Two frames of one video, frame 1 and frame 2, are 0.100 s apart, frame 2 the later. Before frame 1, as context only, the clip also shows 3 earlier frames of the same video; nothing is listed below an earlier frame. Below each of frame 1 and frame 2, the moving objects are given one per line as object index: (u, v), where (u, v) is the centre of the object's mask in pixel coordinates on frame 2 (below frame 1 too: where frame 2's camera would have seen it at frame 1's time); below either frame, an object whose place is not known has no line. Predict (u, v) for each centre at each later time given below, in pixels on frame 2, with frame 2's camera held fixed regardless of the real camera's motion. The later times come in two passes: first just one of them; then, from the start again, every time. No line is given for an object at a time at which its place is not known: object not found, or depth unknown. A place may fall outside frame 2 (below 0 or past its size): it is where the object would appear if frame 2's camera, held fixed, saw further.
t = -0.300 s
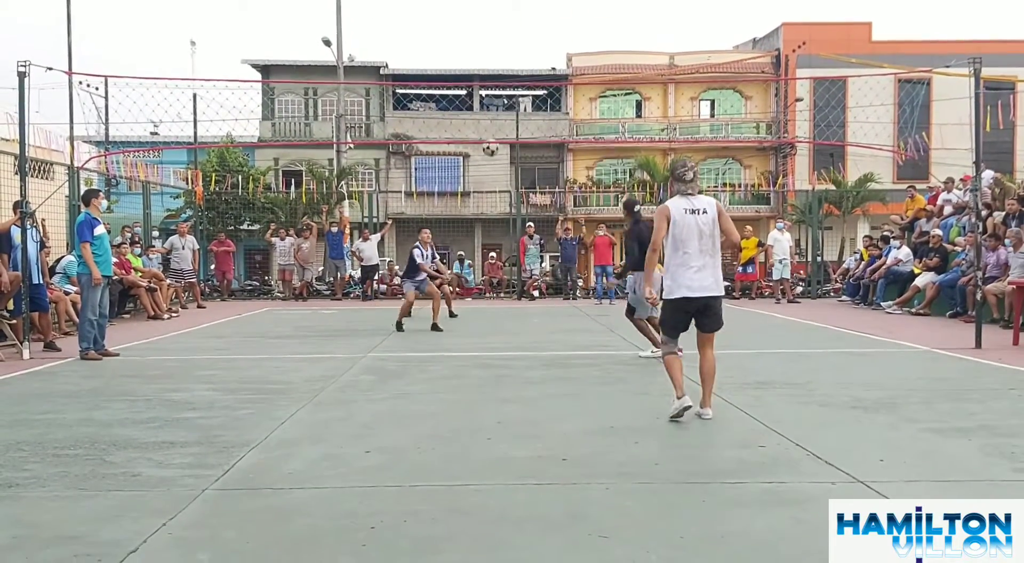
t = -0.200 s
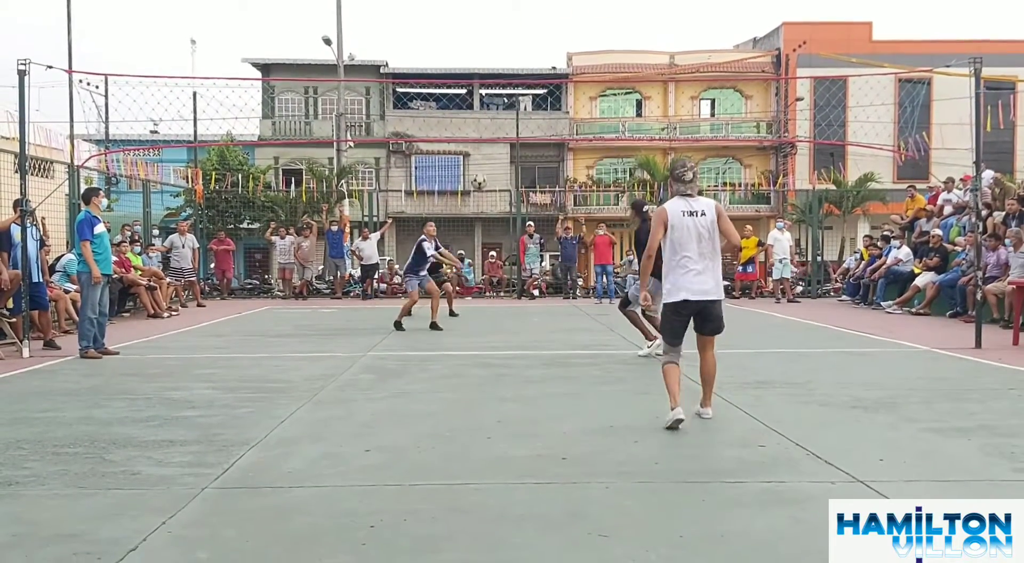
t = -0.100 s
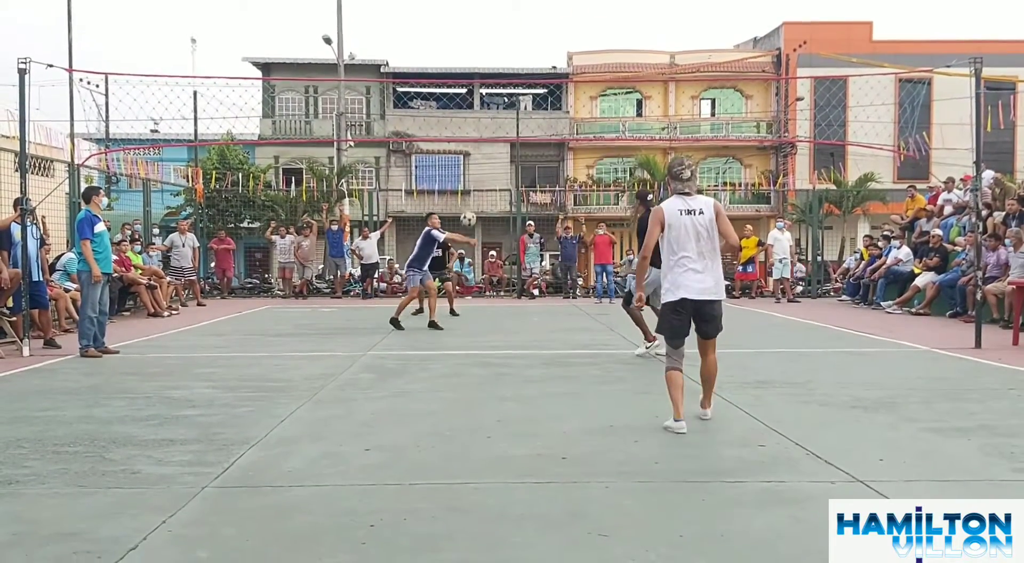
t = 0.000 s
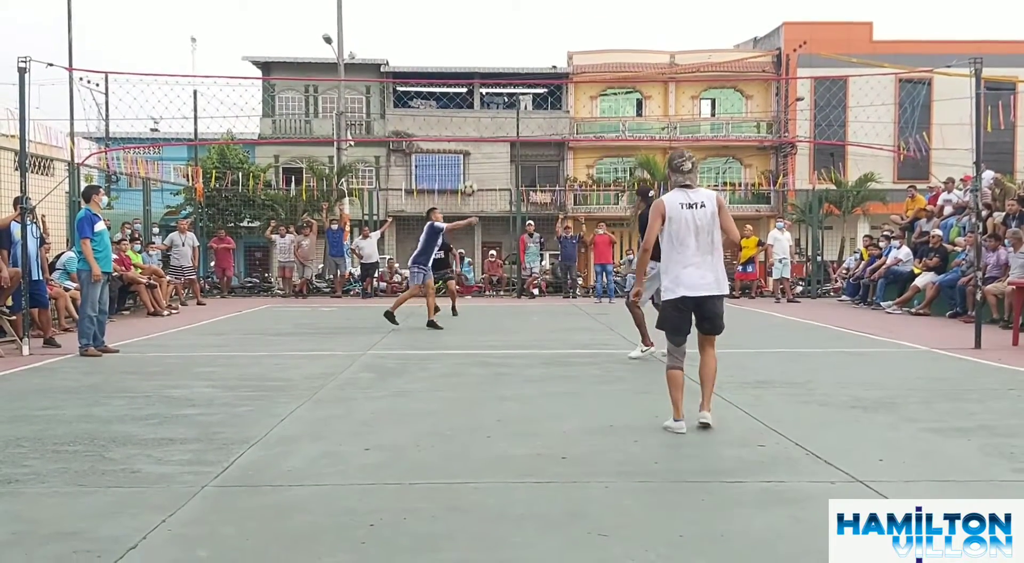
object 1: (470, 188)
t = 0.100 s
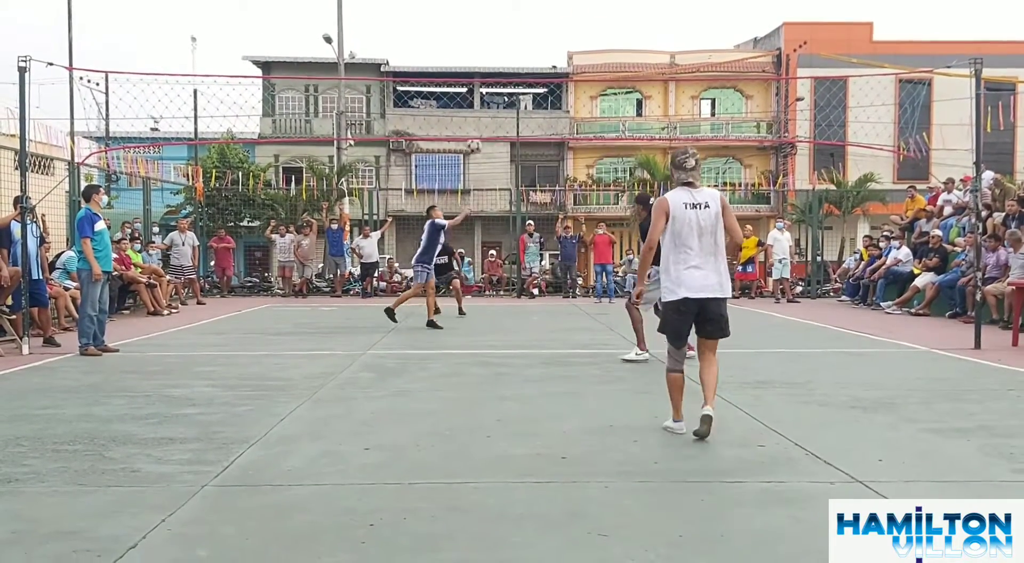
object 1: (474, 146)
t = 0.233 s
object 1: (480, 100)
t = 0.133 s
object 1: (476, 132)
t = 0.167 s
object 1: (478, 122)
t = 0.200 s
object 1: (479, 110)
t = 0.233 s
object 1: (480, 100)
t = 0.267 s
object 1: (481, 90)
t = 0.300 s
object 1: (483, 81)
